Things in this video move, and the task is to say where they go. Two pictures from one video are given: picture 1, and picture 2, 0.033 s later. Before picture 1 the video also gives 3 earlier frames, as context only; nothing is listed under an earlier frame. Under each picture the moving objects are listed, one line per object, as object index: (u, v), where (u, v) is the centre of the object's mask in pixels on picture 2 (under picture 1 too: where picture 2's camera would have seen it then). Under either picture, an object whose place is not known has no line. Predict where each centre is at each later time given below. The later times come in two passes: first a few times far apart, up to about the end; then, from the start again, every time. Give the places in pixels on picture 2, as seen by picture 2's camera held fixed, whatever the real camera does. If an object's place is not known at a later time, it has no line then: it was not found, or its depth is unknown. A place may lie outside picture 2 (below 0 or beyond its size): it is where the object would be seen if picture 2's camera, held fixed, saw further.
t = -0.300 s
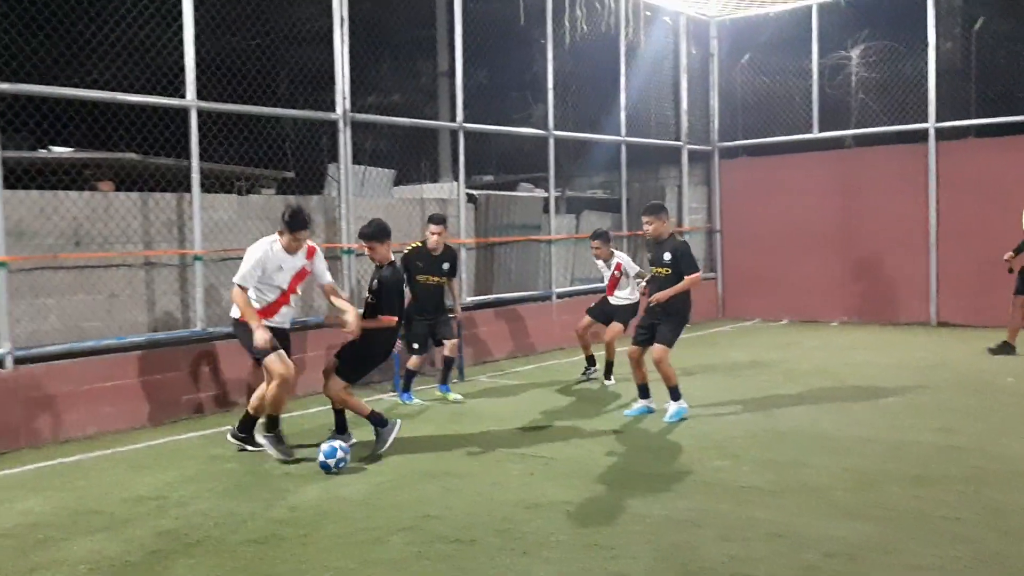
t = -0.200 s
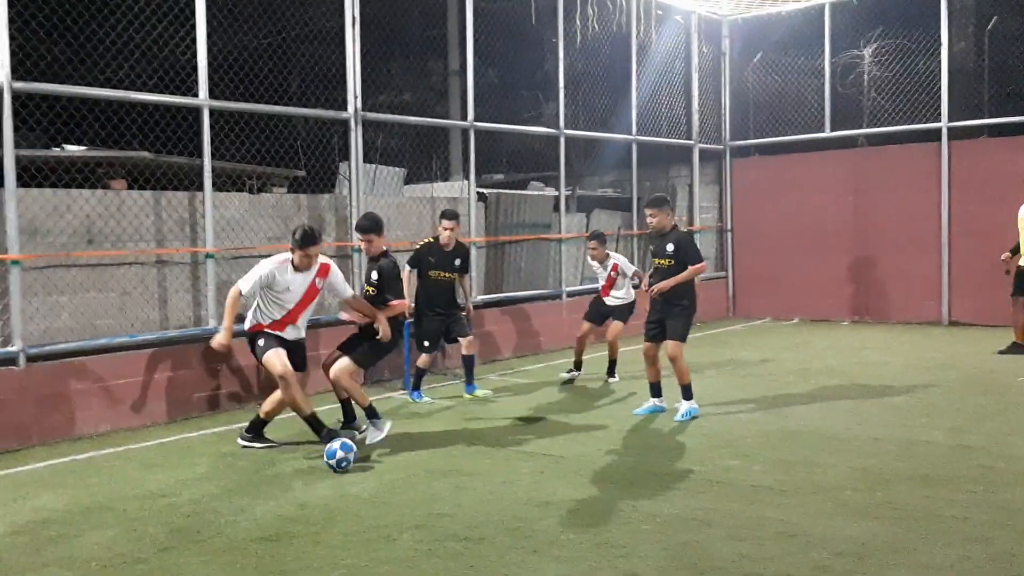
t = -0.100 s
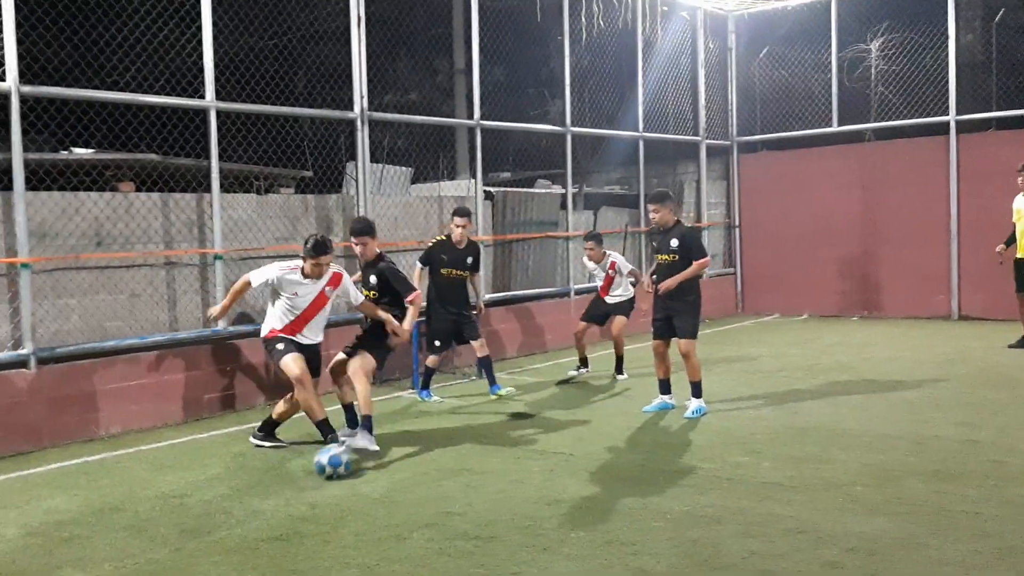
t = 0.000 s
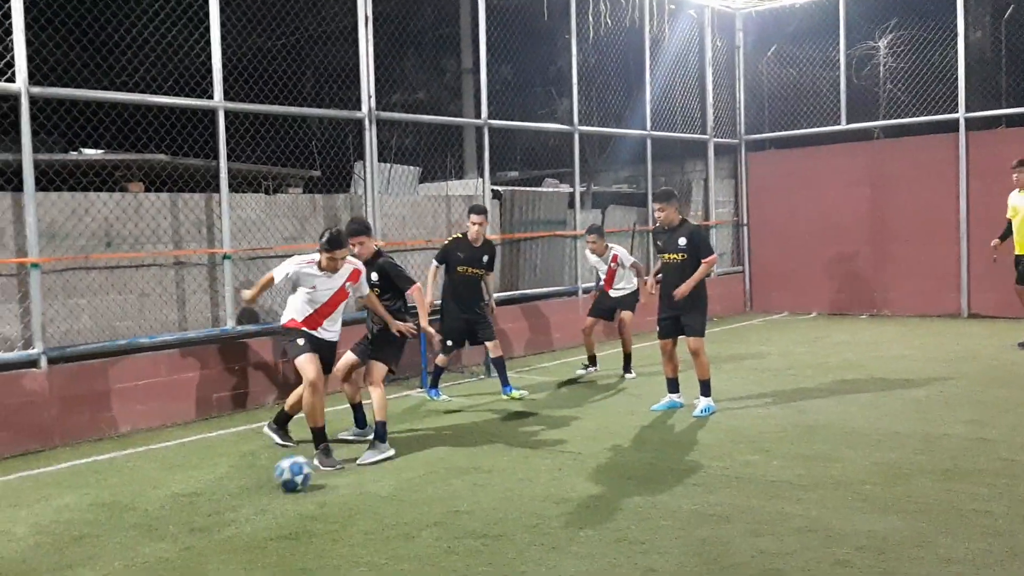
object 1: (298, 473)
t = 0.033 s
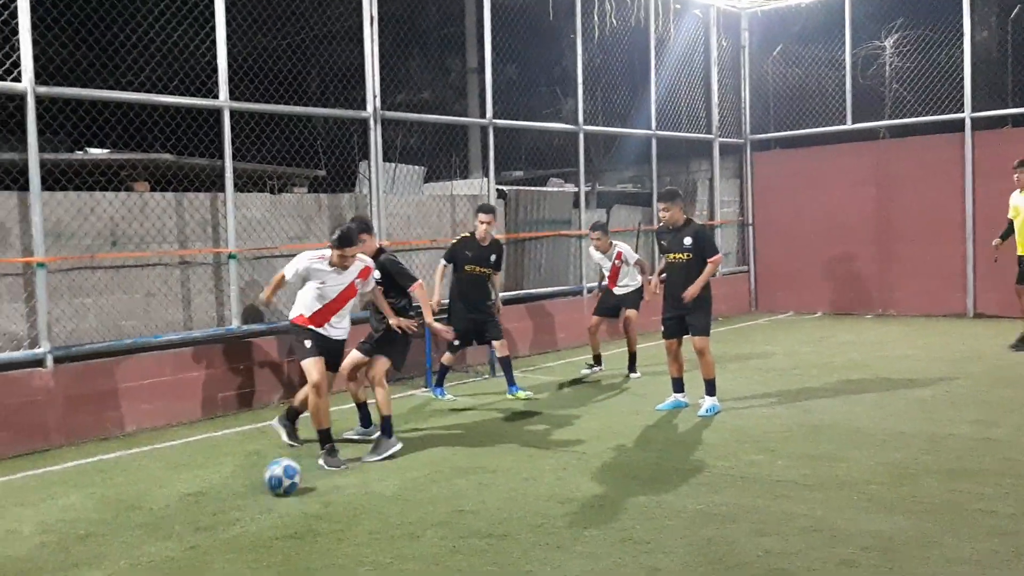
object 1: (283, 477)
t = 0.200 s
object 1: (210, 494)
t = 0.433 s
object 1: (107, 518)
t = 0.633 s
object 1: (7, 542)
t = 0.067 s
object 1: (267, 481)
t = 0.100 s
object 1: (252, 484)
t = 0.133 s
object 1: (238, 488)
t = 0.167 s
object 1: (224, 490)
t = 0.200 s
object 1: (210, 494)
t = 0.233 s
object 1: (196, 497)
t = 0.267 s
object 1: (182, 500)
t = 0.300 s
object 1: (167, 505)
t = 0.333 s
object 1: (151, 508)
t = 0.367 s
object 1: (137, 511)
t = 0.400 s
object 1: (122, 515)
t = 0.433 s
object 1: (107, 518)
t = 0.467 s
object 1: (92, 522)
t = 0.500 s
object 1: (76, 527)
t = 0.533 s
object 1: (59, 529)
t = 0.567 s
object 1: (42, 534)
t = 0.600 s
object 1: (23, 539)
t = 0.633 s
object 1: (7, 542)
